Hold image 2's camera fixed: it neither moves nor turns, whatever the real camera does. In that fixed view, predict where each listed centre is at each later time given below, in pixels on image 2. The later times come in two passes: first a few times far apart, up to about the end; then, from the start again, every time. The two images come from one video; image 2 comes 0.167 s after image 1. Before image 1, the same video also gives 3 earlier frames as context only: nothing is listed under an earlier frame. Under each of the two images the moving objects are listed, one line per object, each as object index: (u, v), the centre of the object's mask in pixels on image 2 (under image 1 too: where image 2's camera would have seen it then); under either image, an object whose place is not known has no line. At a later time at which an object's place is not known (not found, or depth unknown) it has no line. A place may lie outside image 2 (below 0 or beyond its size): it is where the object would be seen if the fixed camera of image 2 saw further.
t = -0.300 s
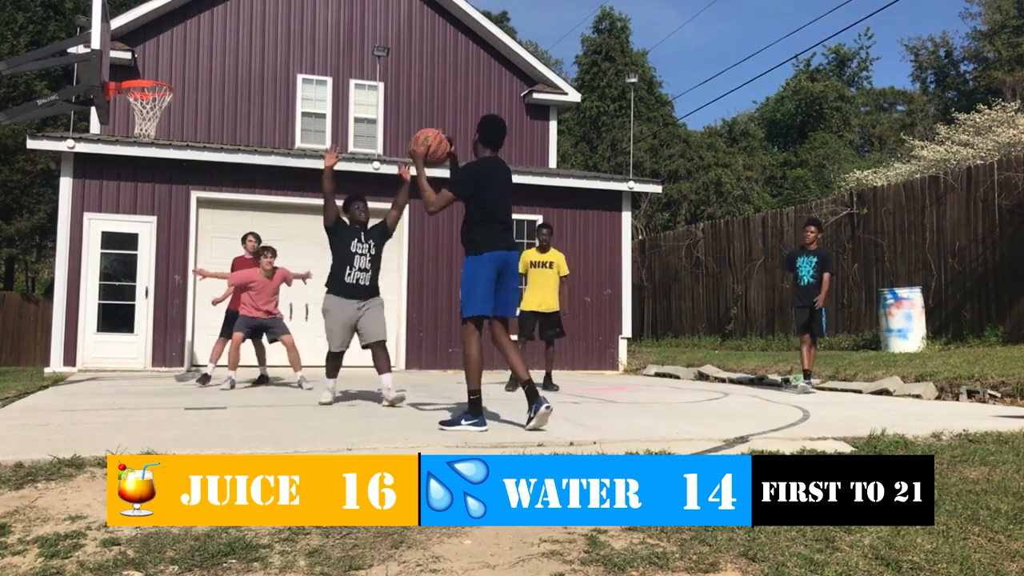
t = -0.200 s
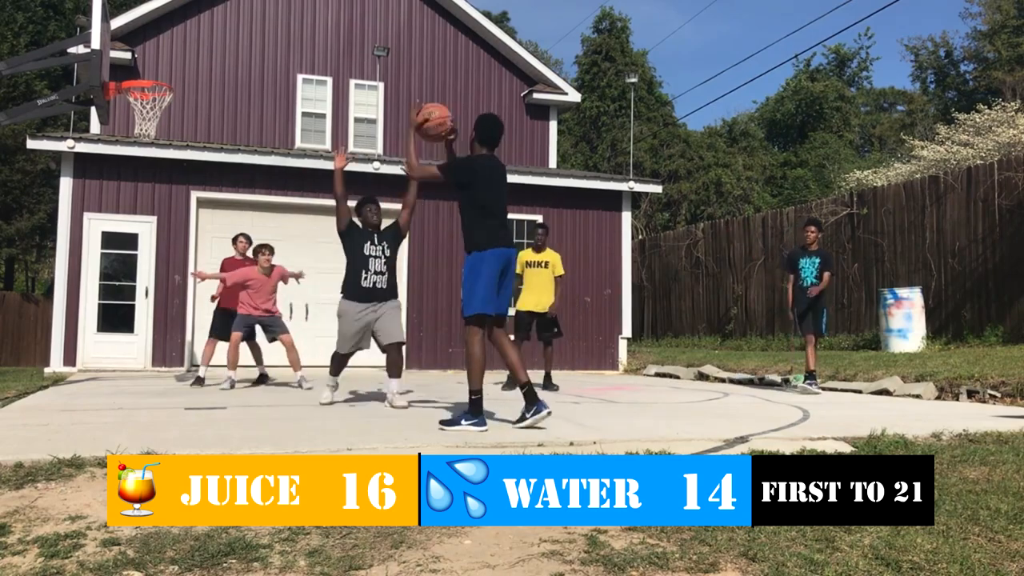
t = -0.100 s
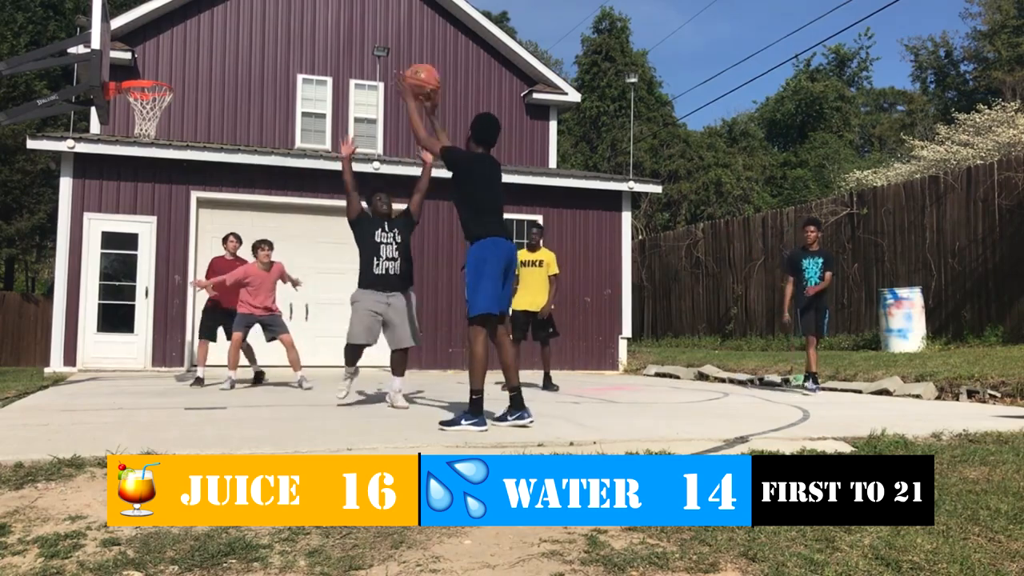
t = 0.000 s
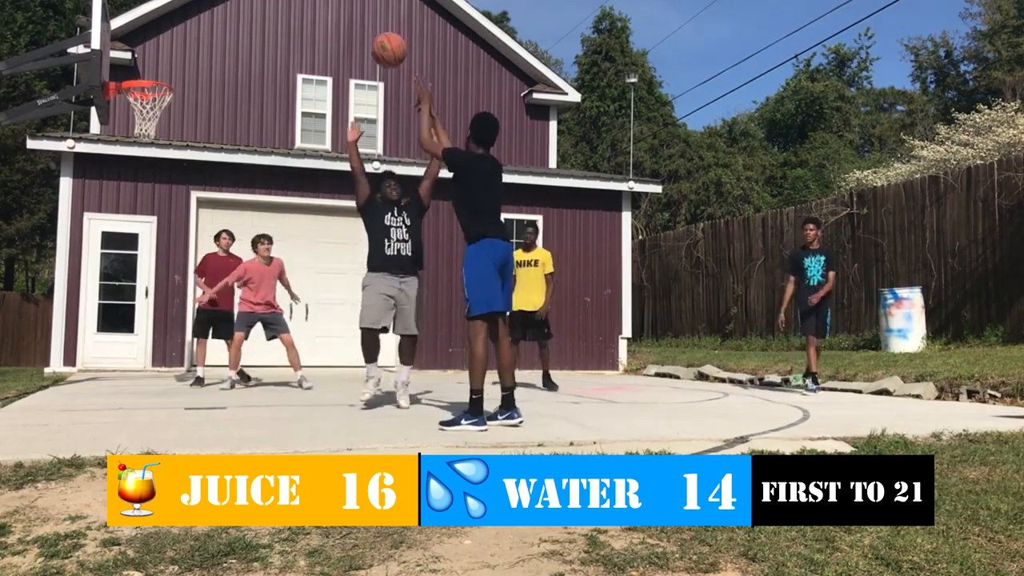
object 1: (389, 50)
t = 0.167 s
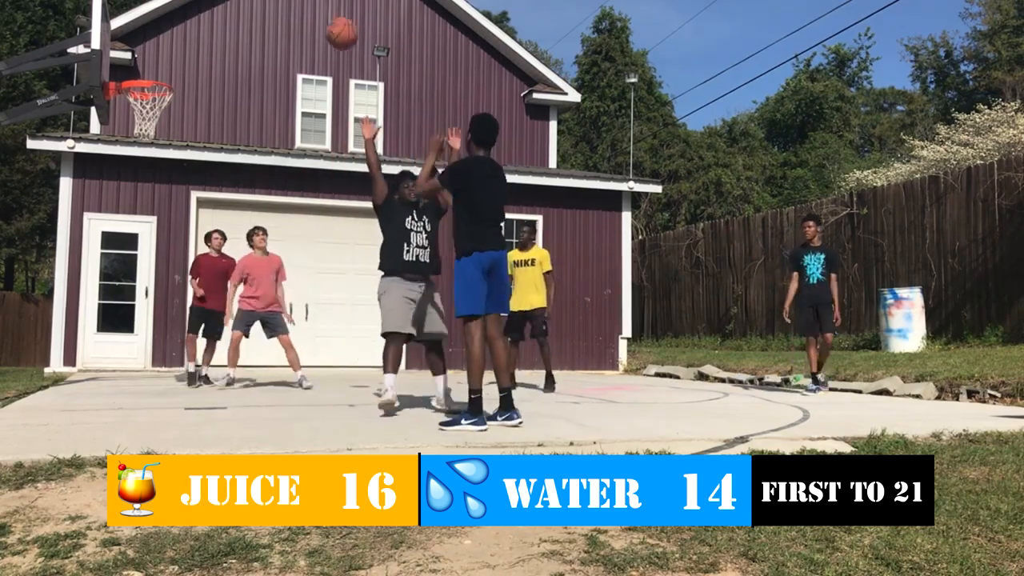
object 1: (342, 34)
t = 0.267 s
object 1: (317, 41)
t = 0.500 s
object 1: (268, 99)
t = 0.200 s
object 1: (333, 35)
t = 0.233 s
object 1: (326, 38)
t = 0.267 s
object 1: (317, 41)
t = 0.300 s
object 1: (309, 46)
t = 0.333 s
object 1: (303, 52)
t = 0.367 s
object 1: (295, 60)
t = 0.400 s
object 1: (288, 68)
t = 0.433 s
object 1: (281, 77)
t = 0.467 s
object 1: (274, 88)
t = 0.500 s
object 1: (268, 99)
